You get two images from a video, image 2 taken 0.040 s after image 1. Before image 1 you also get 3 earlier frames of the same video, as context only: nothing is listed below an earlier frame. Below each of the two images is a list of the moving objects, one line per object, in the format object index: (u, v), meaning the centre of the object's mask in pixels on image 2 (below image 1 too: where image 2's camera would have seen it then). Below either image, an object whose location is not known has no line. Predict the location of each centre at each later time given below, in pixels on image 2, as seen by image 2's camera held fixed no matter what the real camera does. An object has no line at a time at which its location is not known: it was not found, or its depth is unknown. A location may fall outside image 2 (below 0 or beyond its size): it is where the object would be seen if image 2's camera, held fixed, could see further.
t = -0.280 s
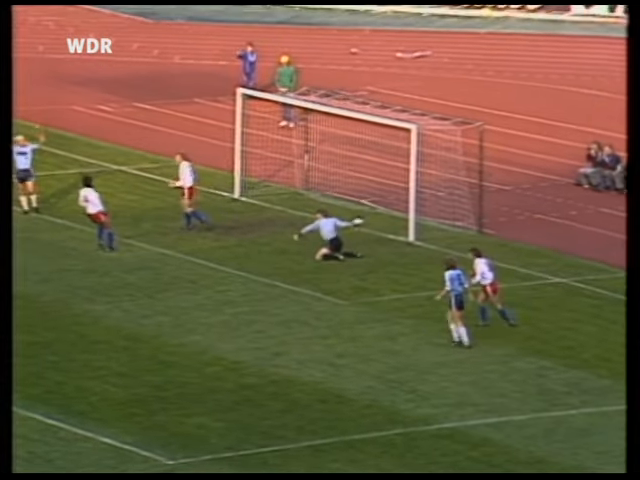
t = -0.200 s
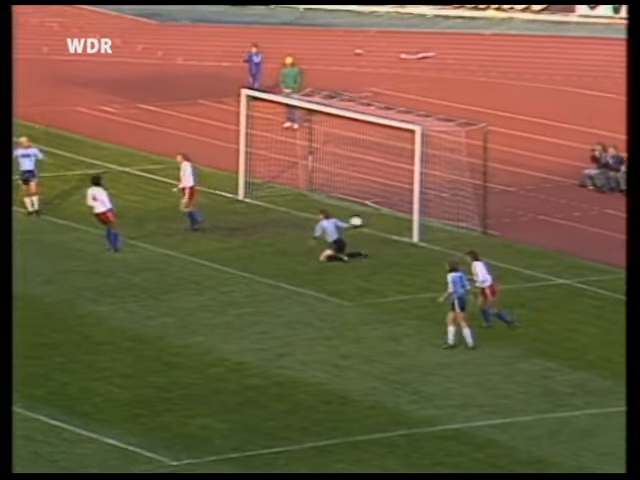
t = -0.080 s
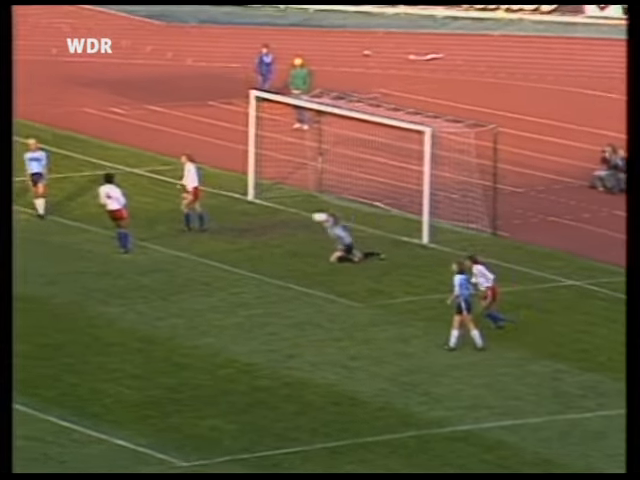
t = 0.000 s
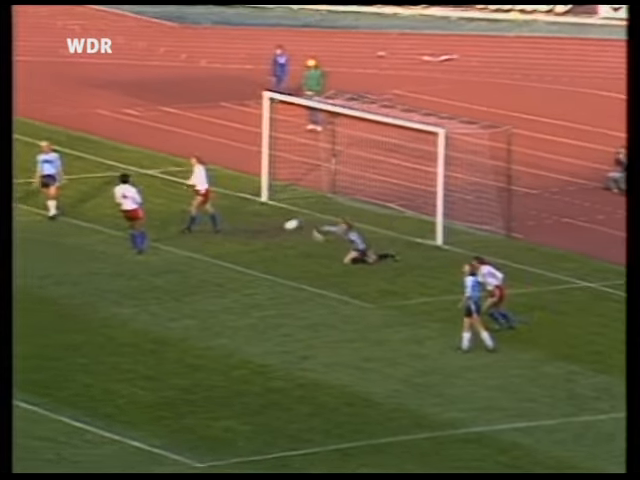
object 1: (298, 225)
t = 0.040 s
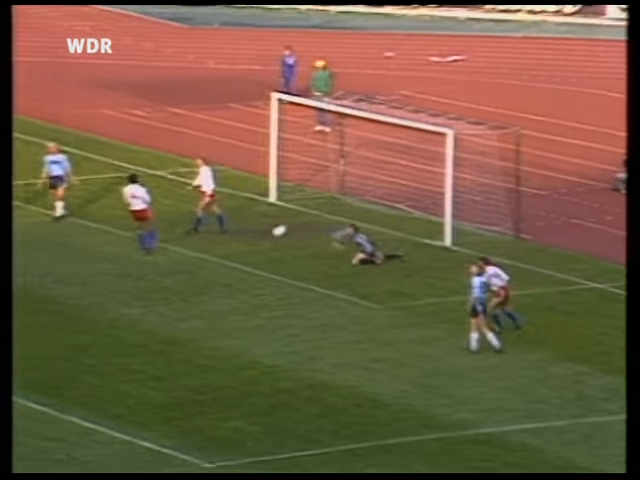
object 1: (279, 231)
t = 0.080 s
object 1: (259, 237)
